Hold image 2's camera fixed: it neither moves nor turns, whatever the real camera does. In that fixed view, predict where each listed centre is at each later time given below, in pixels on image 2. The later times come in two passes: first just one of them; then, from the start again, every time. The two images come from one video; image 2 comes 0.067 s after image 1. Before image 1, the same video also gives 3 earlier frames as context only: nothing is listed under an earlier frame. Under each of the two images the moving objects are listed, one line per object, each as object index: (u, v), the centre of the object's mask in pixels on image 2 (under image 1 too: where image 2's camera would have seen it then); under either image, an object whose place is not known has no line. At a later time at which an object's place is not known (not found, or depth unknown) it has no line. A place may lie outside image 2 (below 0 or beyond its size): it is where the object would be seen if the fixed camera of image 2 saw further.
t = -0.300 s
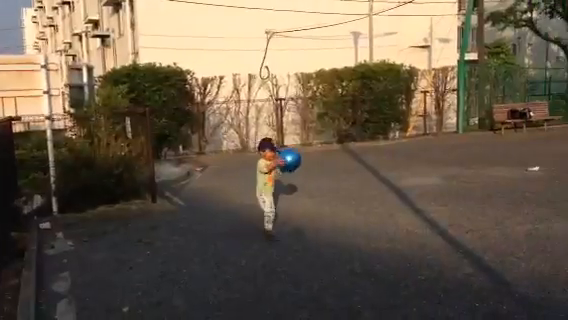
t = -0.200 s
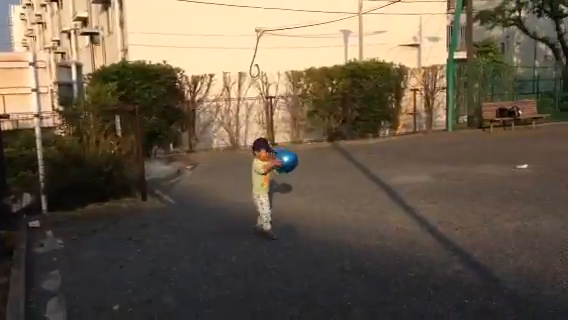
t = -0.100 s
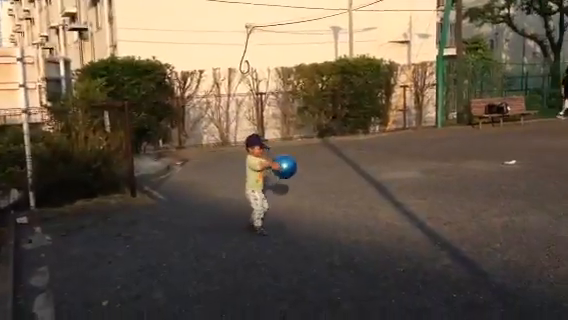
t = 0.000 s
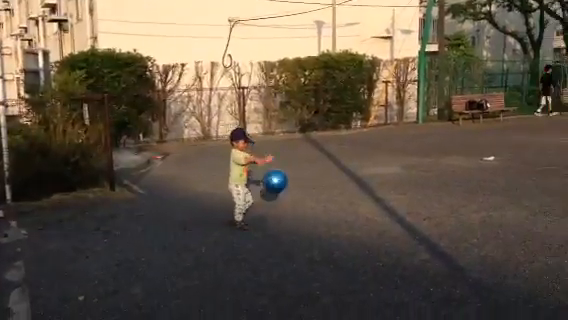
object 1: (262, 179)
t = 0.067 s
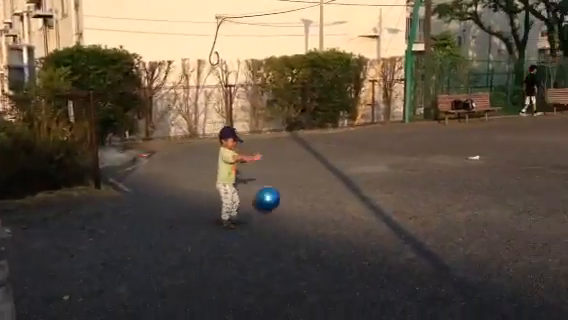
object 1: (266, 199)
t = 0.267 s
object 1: (278, 185)
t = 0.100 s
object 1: (270, 210)
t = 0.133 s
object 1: (272, 217)
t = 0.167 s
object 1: (273, 208)
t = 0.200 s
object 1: (274, 200)
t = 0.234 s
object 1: (276, 192)
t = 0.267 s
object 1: (278, 185)
